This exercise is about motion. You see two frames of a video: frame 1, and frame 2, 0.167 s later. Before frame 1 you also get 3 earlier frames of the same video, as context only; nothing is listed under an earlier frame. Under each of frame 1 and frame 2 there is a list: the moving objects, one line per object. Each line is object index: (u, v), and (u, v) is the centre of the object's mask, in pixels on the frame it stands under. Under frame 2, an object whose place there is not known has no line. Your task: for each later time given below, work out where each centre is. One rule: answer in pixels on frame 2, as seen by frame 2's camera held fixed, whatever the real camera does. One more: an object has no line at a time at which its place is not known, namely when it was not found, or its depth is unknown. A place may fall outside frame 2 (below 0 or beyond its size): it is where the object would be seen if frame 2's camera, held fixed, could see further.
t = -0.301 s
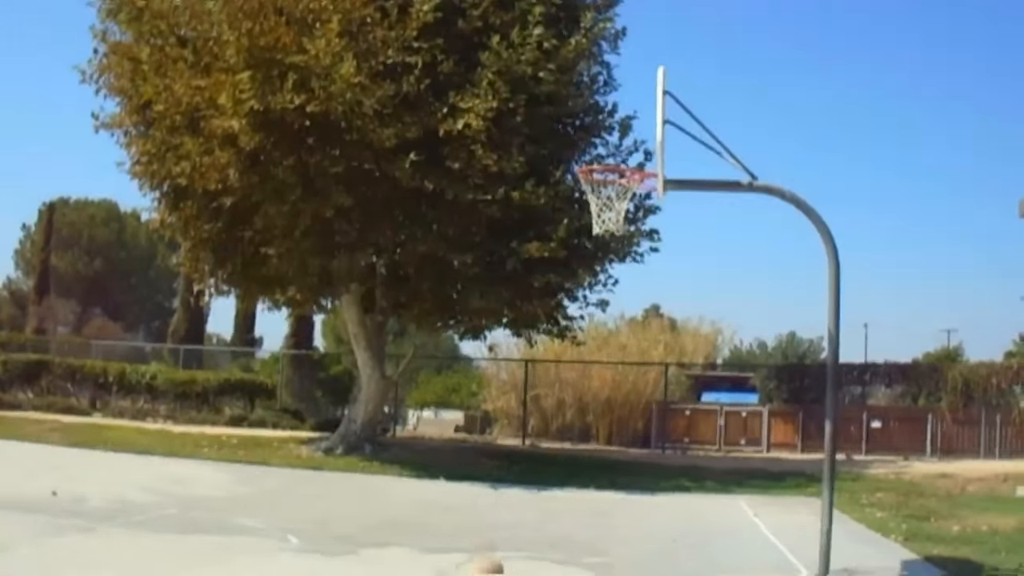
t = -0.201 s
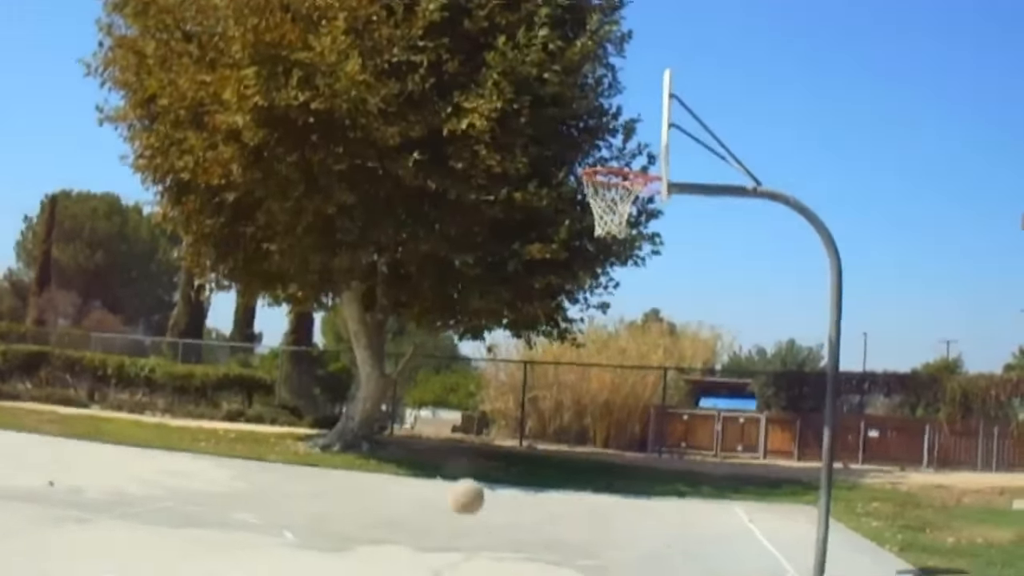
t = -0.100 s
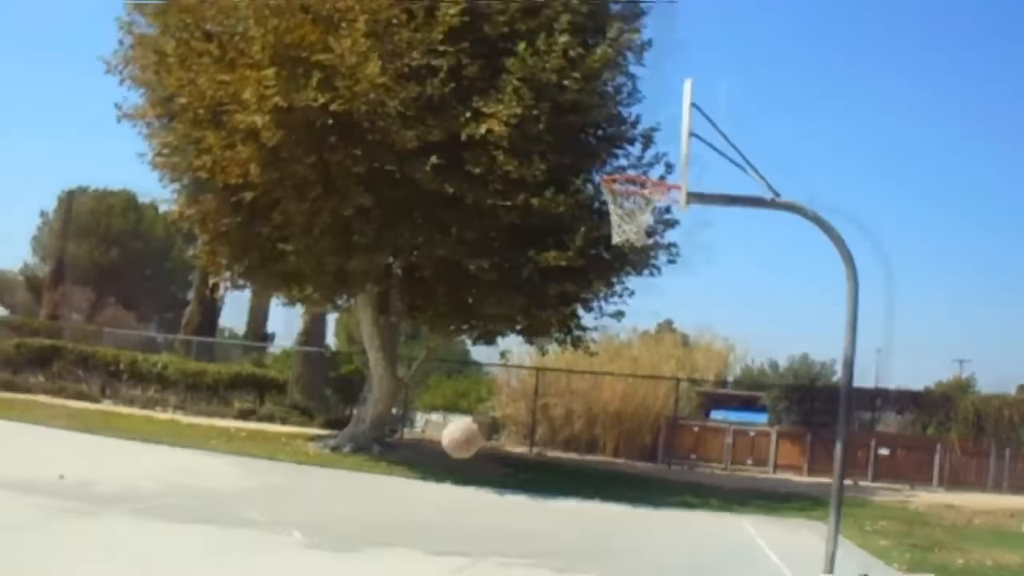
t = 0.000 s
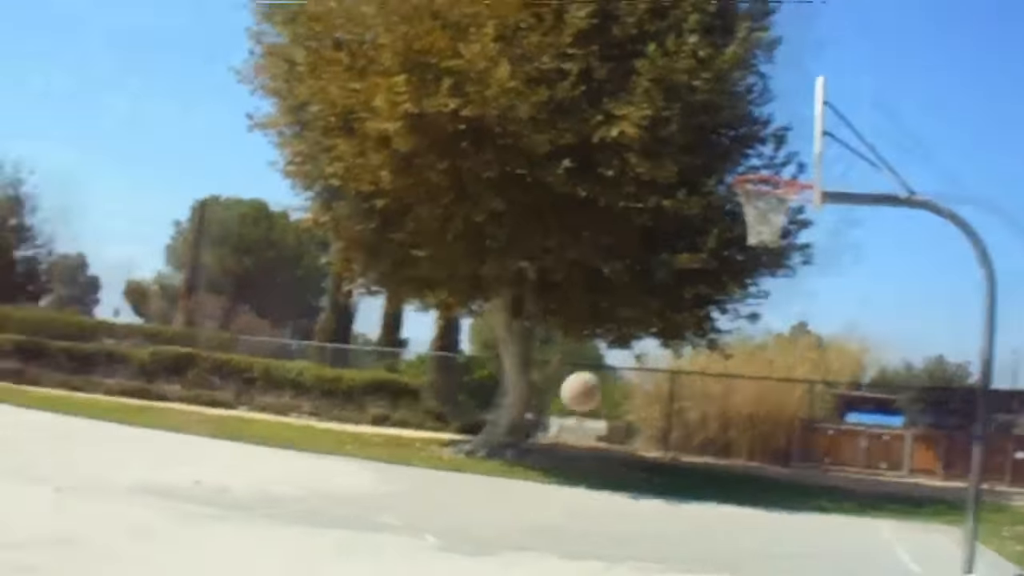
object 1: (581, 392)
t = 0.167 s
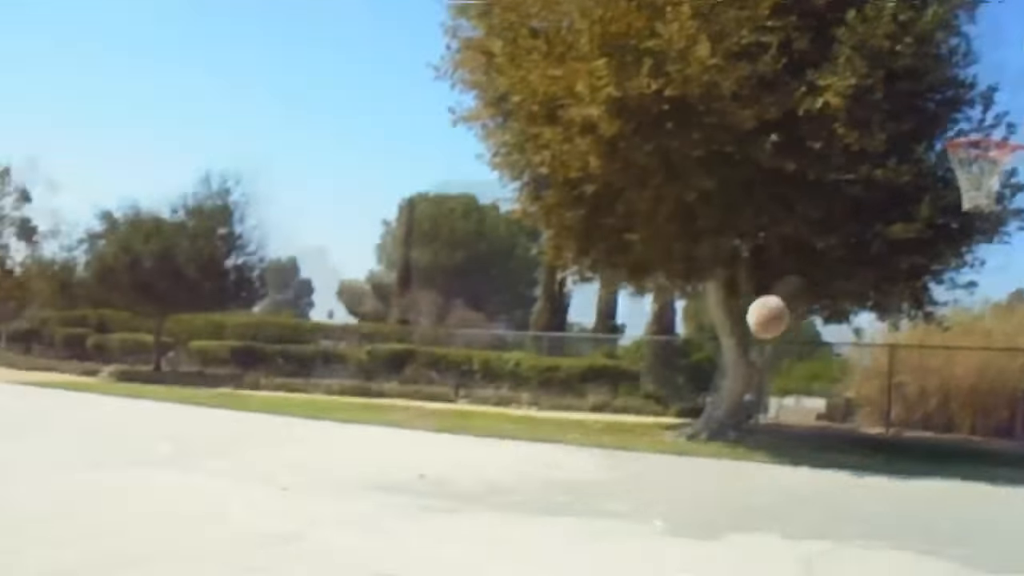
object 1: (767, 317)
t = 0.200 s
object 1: (762, 311)
